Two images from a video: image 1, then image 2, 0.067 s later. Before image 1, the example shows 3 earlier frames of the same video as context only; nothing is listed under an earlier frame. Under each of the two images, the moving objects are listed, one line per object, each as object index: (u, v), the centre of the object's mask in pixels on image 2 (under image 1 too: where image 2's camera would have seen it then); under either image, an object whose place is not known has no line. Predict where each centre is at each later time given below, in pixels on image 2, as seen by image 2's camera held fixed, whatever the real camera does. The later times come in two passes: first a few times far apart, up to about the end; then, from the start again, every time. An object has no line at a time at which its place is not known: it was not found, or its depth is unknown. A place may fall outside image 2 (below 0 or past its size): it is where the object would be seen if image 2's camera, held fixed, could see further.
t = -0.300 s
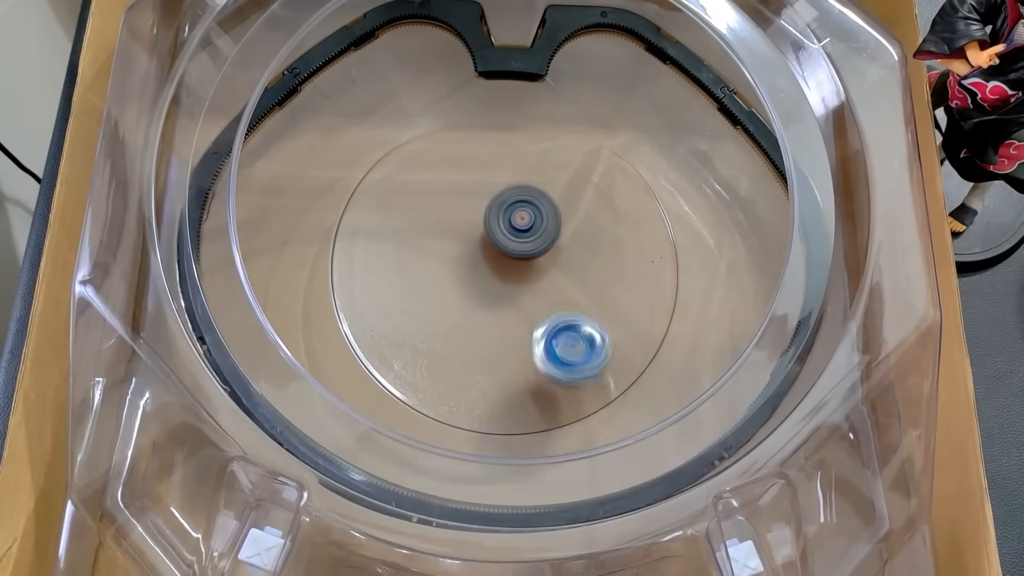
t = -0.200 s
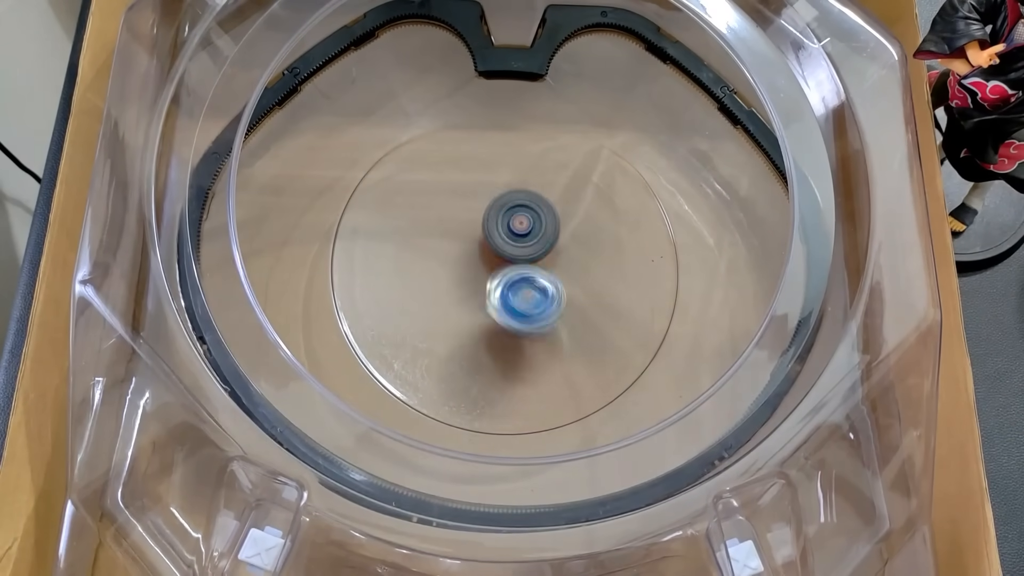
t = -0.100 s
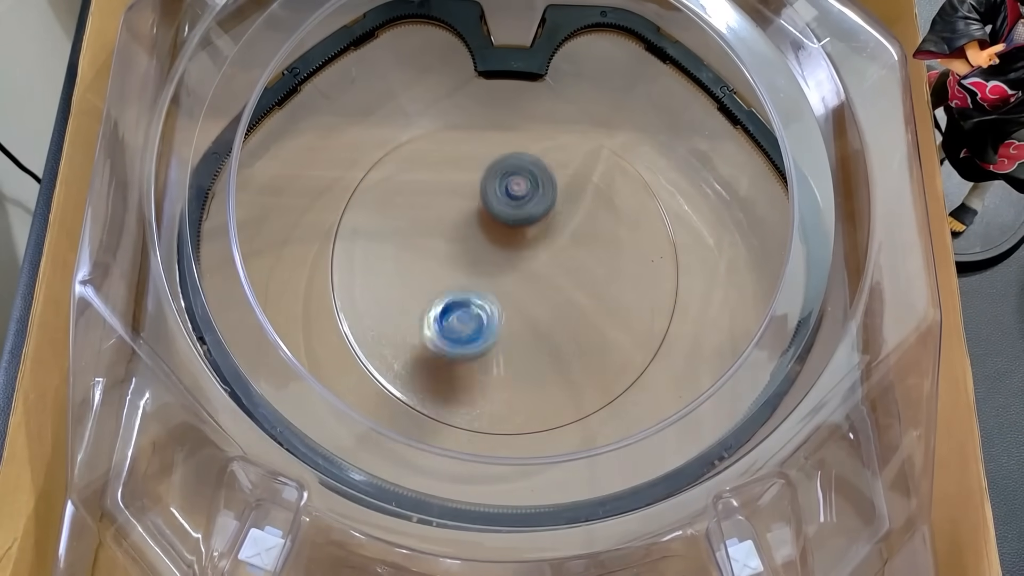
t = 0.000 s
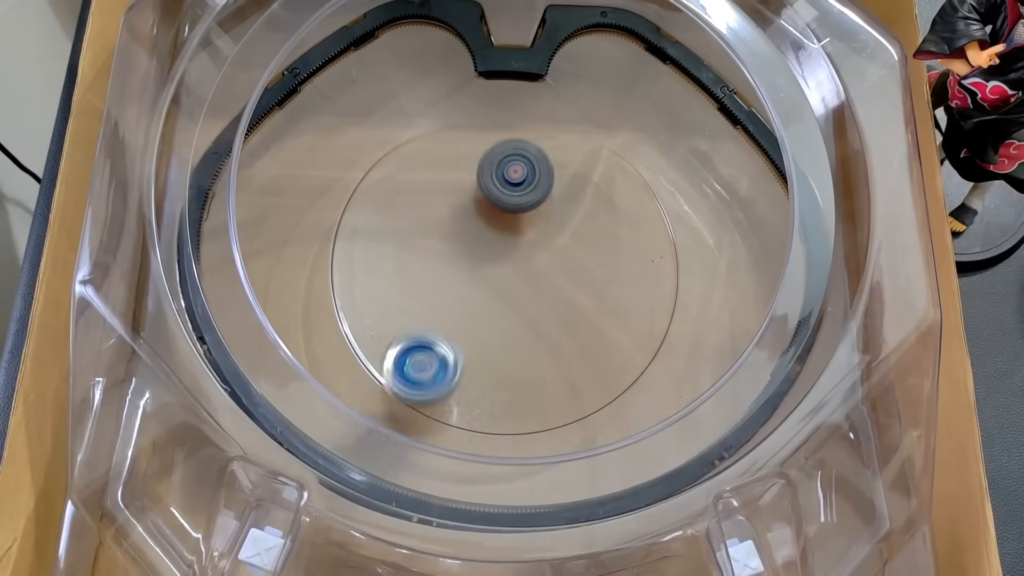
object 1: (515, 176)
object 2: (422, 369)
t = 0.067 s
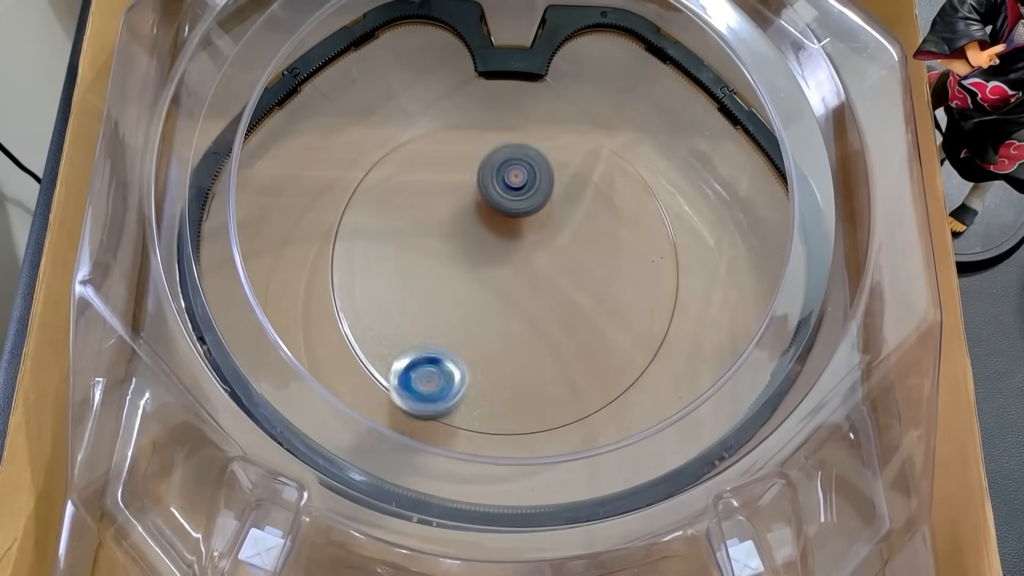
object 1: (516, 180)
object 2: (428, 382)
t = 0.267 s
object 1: (517, 204)
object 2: (475, 350)
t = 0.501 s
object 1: (586, 175)
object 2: (377, 308)
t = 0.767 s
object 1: (621, 193)
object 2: (315, 322)
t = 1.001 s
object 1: (592, 228)
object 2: (275, 272)
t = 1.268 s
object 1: (546, 252)
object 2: (291, 206)
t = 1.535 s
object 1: (508, 270)
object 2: (366, 133)
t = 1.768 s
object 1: (493, 283)
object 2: (453, 107)
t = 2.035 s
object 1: (497, 290)
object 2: (518, 168)
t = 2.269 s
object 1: (510, 278)
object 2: (612, 248)
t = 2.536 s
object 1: (521, 259)
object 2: (632, 257)
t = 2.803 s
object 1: (433, 210)
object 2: (639, 309)
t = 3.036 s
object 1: (411, 198)
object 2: (588, 299)
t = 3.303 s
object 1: (441, 226)
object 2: (441, 314)
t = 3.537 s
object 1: (496, 280)
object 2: (433, 324)
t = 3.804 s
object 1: (597, 295)
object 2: (434, 278)
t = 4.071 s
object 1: (604, 265)
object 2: (461, 204)
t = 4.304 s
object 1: (558, 230)
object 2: (487, 178)
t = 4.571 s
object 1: (547, 245)
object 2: (392, 189)
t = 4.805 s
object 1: (516, 280)
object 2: (412, 287)
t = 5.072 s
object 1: (618, 256)
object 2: (479, 355)
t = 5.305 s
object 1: (623, 259)
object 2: (532, 252)
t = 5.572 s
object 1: (563, 257)
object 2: (447, 161)
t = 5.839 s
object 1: (492, 284)
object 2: (410, 224)
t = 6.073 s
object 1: (496, 320)
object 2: (435, 266)
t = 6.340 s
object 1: (560, 322)
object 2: (443, 210)
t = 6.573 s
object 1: (559, 261)
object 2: (489, 198)
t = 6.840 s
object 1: (526, 248)
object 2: (460, 188)
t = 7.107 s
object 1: (539, 334)
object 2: (405, 202)
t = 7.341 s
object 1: (559, 341)
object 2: (468, 257)
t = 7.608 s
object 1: (634, 360)
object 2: (472, 164)
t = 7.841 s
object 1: (579, 336)
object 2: (481, 144)
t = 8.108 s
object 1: (470, 312)
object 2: (510, 217)
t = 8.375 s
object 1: (445, 317)
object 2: (464, 252)
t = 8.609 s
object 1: (479, 300)
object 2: (477, 205)
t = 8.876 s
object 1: (476, 251)
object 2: (544, 214)
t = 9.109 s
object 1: (454, 250)
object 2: (581, 277)
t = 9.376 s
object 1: (483, 254)
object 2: (595, 294)
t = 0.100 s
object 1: (516, 183)
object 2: (438, 381)
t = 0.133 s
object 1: (516, 186)
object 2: (446, 380)
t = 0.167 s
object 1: (517, 190)
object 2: (455, 377)
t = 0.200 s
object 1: (517, 195)
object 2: (463, 371)
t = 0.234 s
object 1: (517, 199)
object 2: (469, 362)
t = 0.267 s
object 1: (517, 204)
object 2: (475, 350)
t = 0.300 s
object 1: (517, 209)
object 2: (479, 337)
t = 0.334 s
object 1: (517, 215)
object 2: (481, 320)
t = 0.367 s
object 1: (516, 220)
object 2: (480, 299)
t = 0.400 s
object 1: (517, 224)
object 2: (478, 281)
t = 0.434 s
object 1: (542, 206)
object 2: (440, 290)
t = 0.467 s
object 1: (567, 187)
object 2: (405, 300)
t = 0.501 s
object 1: (586, 175)
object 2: (377, 308)
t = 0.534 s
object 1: (601, 166)
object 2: (357, 319)
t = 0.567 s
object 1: (612, 165)
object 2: (352, 325)
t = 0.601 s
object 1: (618, 167)
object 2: (350, 330)
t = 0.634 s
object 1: (623, 170)
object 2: (347, 333)
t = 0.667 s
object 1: (625, 174)
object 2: (343, 333)
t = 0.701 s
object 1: (625, 179)
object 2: (336, 332)
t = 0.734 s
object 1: (624, 186)
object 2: (327, 330)
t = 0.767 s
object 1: (621, 193)
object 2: (315, 322)
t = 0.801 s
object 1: (618, 199)
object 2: (304, 316)
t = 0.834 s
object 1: (614, 206)
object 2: (297, 309)
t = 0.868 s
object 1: (610, 211)
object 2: (291, 302)
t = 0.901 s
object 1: (605, 216)
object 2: (285, 294)
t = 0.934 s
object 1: (601, 221)
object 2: (280, 286)
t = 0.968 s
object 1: (596, 225)
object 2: (277, 280)
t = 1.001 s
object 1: (592, 228)
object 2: (275, 272)
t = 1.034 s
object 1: (587, 231)
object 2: (273, 263)
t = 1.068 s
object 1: (582, 234)
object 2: (272, 256)
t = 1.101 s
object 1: (577, 237)
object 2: (272, 249)
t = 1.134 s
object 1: (571, 240)
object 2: (273, 241)
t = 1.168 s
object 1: (565, 243)
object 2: (274, 231)
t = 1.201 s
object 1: (558, 246)
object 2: (278, 224)
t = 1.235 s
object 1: (552, 249)
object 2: (284, 216)
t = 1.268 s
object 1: (546, 252)
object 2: (291, 206)
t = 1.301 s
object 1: (540, 255)
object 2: (297, 197)
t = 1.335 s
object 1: (535, 257)
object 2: (306, 189)
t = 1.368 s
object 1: (530, 260)
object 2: (314, 180)
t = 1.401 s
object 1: (525, 263)
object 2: (324, 170)
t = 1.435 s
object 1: (521, 265)
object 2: (333, 161)
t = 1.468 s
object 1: (516, 267)
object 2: (344, 151)
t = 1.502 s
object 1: (512, 269)
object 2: (354, 142)
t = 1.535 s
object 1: (508, 270)
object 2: (366, 133)
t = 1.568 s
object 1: (505, 272)
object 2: (378, 124)
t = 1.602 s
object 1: (502, 274)
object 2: (388, 118)
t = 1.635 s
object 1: (499, 276)
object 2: (402, 112)
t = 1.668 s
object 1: (497, 278)
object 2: (416, 109)
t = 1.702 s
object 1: (495, 280)
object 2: (427, 107)
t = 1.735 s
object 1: (494, 281)
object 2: (440, 106)
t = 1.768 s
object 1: (493, 283)
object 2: (453, 107)
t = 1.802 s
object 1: (493, 285)
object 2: (462, 108)
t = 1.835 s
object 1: (492, 287)
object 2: (470, 112)
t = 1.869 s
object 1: (492, 288)
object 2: (478, 118)
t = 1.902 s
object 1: (493, 288)
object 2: (485, 124)
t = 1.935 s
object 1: (493, 289)
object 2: (491, 132)
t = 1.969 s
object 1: (494, 289)
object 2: (499, 142)
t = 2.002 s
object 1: (496, 289)
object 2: (509, 155)
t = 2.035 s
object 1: (497, 290)
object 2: (518, 168)
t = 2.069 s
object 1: (500, 289)
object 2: (529, 181)
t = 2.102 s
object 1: (502, 288)
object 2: (543, 196)
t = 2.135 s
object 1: (504, 286)
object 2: (553, 208)
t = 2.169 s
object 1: (506, 284)
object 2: (569, 222)
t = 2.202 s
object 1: (507, 282)
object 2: (584, 232)
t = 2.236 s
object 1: (508, 280)
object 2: (599, 242)
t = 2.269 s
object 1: (510, 278)
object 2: (612, 248)
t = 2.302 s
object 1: (512, 275)
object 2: (626, 254)
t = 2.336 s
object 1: (514, 273)
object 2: (636, 257)
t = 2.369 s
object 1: (516, 271)
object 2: (643, 258)
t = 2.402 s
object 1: (517, 269)
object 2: (647, 258)
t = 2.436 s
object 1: (518, 267)
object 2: (650, 259)
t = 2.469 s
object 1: (520, 264)
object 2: (647, 257)
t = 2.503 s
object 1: (520, 261)
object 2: (641, 256)
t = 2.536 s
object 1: (521, 259)
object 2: (632, 257)
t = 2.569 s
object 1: (521, 256)
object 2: (622, 261)
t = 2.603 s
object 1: (521, 253)
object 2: (608, 263)
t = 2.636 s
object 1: (520, 251)
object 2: (593, 268)
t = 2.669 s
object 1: (497, 240)
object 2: (604, 282)
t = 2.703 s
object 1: (475, 230)
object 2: (615, 294)
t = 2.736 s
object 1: (457, 222)
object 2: (626, 302)
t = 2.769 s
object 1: (444, 216)
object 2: (635, 308)
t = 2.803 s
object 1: (433, 210)
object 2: (639, 309)
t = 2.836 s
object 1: (424, 203)
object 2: (639, 310)
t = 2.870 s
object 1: (417, 199)
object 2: (638, 311)
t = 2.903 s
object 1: (412, 196)
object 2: (635, 309)
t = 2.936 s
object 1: (408, 195)
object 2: (627, 306)
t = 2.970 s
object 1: (408, 195)
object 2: (616, 303)
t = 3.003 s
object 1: (409, 196)
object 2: (603, 301)
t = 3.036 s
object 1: (411, 198)
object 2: (588, 299)
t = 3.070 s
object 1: (414, 200)
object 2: (569, 297)
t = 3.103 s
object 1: (417, 202)
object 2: (549, 296)
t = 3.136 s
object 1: (420, 205)
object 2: (529, 296)
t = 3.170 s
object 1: (423, 209)
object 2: (508, 298)
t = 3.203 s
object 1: (426, 213)
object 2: (488, 300)
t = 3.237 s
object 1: (431, 217)
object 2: (470, 305)
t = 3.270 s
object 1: (436, 221)
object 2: (454, 309)
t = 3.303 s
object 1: (441, 226)
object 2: (441, 314)
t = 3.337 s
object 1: (447, 231)
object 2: (431, 320)
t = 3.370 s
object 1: (454, 238)
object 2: (424, 325)
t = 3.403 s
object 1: (460, 246)
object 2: (422, 329)
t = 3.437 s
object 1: (468, 255)
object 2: (422, 331)
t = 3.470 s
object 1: (477, 264)
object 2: (424, 329)
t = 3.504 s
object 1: (485, 272)
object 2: (427, 328)
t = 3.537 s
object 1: (496, 280)
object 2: (433, 324)
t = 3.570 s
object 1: (507, 287)
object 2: (440, 316)
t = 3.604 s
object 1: (523, 290)
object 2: (438, 311)
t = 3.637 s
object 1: (538, 291)
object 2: (436, 309)
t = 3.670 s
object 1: (553, 293)
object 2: (434, 303)
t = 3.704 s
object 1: (565, 295)
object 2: (432, 298)
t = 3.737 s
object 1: (577, 296)
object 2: (431, 292)
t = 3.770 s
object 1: (588, 296)
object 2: (431, 285)
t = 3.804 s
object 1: (597, 295)
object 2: (434, 278)
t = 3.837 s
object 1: (603, 293)
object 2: (436, 268)
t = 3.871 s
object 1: (608, 290)
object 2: (439, 258)
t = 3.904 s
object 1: (611, 286)
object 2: (442, 249)
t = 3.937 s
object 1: (612, 282)
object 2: (446, 240)
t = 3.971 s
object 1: (612, 278)
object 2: (449, 230)
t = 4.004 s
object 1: (610, 274)
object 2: (453, 222)
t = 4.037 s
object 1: (607, 269)
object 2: (458, 213)
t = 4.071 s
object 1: (604, 265)
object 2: (461, 204)
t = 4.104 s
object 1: (600, 260)
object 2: (464, 198)
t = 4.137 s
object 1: (596, 256)
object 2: (468, 191)
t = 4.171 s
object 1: (590, 252)
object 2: (472, 184)
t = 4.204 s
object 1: (583, 246)
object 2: (475, 180)
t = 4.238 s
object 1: (576, 241)
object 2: (479, 178)
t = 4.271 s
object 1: (568, 235)
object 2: (481, 178)
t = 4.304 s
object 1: (558, 230)
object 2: (487, 178)
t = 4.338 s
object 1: (551, 225)
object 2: (489, 179)
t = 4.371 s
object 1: (548, 224)
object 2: (481, 176)
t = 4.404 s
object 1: (543, 223)
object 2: (474, 177)
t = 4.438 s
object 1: (536, 222)
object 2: (469, 180)
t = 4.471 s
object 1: (537, 226)
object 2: (453, 178)
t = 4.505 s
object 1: (544, 233)
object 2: (428, 180)
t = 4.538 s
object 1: (546, 239)
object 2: (409, 182)
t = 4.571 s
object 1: (547, 245)
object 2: (392, 189)
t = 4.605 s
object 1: (544, 250)
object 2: (379, 200)
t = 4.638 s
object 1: (540, 254)
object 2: (372, 213)
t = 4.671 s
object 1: (535, 259)
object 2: (369, 229)
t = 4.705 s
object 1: (531, 263)
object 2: (372, 247)
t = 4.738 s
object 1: (525, 269)
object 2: (380, 261)
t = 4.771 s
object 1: (520, 275)
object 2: (392, 276)
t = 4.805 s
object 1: (516, 280)
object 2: (412, 287)
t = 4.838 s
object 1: (514, 286)
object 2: (434, 295)
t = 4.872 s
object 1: (526, 283)
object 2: (435, 307)
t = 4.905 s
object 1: (550, 275)
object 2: (429, 323)
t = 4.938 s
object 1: (571, 267)
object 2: (431, 336)
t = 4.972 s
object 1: (587, 260)
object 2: (439, 348)
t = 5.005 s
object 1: (600, 257)
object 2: (451, 355)
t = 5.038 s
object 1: (610, 255)
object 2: (464, 358)
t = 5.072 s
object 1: (618, 256)
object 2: (479, 355)
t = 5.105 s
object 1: (625, 257)
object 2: (493, 350)
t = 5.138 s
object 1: (629, 258)
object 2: (507, 339)
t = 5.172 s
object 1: (631, 258)
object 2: (518, 325)
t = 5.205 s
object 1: (632, 258)
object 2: (527, 308)
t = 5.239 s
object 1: (630, 258)
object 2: (531, 291)
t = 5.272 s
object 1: (627, 258)
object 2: (533, 271)
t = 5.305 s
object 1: (623, 259)
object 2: (532, 252)
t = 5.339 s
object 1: (617, 260)
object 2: (527, 233)
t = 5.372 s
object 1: (613, 261)
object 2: (521, 216)
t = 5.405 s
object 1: (607, 261)
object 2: (512, 198)
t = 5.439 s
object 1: (600, 262)
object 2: (500, 184)
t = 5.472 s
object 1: (593, 262)
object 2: (489, 174)
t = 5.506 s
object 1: (583, 260)
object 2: (474, 165)
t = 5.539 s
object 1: (574, 258)
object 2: (460, 161)
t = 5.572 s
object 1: (563, 257)
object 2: (447, 161)
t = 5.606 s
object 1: (551, 256)
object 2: (436, 165)
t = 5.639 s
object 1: (538, 256)
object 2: (428, 171)
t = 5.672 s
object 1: (525, 256)
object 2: (424, 180)
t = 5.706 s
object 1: (512, 258)
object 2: (423, 192)
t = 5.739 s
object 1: (500, 260)
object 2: (425, 205)
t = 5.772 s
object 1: (490, 264)
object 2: (428, 214)
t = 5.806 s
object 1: (492, 274)
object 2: (418, 219)
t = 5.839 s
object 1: (492, 284)
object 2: (410, 224)
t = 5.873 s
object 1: (491, 291)
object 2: (405, 230)
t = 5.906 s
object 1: (488, 298)
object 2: (403, 237)
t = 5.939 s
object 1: (488, 304)
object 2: (406, 243)
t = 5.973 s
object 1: (488, 310)
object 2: (408, 249)
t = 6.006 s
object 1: (489, 315)
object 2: (416, 256)
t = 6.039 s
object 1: (491, 319)
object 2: (425, 262)
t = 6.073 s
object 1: (496, 320)
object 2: (435, 266)
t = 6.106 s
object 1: (509, 327)
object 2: (436, 258)
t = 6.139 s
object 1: (523, 332)
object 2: (433, 248)
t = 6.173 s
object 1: (534, 336)
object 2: (432, 240)
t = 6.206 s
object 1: (542, 337)
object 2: (432, 232)
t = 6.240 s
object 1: (548, 336)
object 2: (432, 226)
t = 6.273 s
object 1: (553, 332)
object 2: (435, 221)
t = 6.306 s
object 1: (557, 328)
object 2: (437, 216)
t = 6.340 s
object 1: (560, 322)
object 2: (443, 210)
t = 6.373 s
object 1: (563, 316)
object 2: (447, 207)
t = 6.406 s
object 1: (565, 308)
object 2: (452, 204)
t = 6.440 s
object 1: (566, 300)
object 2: (458, 201)
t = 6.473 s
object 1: (566, 291)
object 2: (464, 200)
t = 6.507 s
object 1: (566, 282)
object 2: (471, 199)
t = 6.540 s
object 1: (563, 270)
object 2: (480, 199)
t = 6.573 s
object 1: (559, 261)
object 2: (489, 198)
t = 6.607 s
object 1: (554, 251)
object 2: (498, 197)
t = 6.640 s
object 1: (557, 249)
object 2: (492, 188)
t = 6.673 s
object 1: (556, 246)
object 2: (479, 175)
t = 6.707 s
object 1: (552, 245)
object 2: (474, 174)
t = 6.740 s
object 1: (547, 245)
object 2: (467, 174)
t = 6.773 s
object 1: (540, 244)
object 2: (464, 177)
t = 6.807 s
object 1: (534, 246)
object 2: (461, 181)
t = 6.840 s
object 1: (526, 248)
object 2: (460, 188)
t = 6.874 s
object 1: (520, 249)
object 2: (459, 195)
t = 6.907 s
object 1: (520, 261)
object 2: (456, 197)
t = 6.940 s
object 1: (528, 279)
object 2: (441, 189)
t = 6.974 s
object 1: (531, 295)
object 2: (431, 188)
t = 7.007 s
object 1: (534, 307)
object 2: (420, 187)
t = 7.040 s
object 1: (536, 318)
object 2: (412, 190)
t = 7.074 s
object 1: (537, 326)
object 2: (407, 195)
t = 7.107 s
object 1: (539, 334)
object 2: (405, 202)
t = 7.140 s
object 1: (542, 340)
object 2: (406, 210)
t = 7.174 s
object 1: (546, 345)
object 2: (411, 218)
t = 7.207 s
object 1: (549, 348)
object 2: (416, 226)
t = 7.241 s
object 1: (553, 348)
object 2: (428, 235)
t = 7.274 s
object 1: (556, 347)
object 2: (439, 243)
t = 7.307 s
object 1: (557, 344)
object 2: (452, 250)
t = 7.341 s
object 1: (559, 341)
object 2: (468, 257)
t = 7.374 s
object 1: (559, 337)
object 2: (483, 260)
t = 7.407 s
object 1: (559, 330)
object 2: (497, 263)
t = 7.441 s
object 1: (558, 323)
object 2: (513, 266)
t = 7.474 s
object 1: (564, 320)
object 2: (518, 259)
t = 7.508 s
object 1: (588, 334)
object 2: (503, 231)
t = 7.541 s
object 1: (608, 348)
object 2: (490, 201)
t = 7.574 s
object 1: (626, 357)
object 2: (480, 179)
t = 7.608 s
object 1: (634, 360)
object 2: (472, 164)
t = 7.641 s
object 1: (633, 357)
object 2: (469, 155)
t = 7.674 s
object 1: (627, 353)
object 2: (469, 149)
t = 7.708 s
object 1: (620, 350)
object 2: (469, 148)
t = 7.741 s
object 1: (612, 347)
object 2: (469, 147)
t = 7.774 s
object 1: (601, 343)
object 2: (470, 145)
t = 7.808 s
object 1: (590, 339)
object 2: (473, 143)
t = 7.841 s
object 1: (579, 336)
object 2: (481, 144)
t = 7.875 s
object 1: (565, 333)
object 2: (493, 150)
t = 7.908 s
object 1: (551, 330)
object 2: (502, 160)
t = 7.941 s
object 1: (537, 327)
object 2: (509, 171)
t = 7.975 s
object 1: (521, 323)
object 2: (514, 181)
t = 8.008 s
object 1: (506, 319)
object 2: (515, 191)
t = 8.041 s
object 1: (493, 316)
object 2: (515, 201)
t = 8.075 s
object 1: (480, 314)
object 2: (513, 210)
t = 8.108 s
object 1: (470, 312)
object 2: (510, 217)
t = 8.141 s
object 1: (461, 311)
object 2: (504, 220)
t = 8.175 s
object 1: (454, 311)
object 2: (500, 229)
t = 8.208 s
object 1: (448, 312)
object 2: (494, 239)
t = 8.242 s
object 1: (444, 314)
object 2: (488, 245)
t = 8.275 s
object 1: (441, 315)
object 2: (480, 248)
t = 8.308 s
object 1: (441, 316)
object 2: (474, 252)
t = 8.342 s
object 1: (442, 317)
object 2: (468, 259)
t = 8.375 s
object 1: (445, 317)
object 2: (464, 252)
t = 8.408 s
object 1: (447, 317)
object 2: (459, 250)
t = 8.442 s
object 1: (450, 315)
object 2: (454, 248)
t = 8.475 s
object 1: (454, 313)
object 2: (459, 242)
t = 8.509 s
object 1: (459, 308)
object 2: (464, 234)
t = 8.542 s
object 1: (464, 304)
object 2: (465, 232)
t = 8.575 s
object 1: (472, 303)
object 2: (470, 220)
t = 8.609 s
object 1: (479, 300)
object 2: (477, 205)
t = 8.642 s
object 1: (485, 295)
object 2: (482, 192)
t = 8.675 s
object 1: (488, 289)
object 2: (489, 187)
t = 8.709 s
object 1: (488, 282)
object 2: (497, 189)
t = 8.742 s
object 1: (488, 275)
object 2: (508, 192)
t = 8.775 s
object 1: (486, 269)
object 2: (516, 196)
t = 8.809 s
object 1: (483, 262)
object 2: (527, 203)
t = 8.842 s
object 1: (480, 256)
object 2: (533, 207)
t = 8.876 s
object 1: (476, 251)
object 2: (544, 214)
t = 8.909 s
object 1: (471, 249)
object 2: (552, 223)
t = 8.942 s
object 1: (467, 246)
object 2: (559, 230)
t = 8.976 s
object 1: (463, 245)
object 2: (569, 239)
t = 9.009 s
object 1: (459, 246)
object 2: (577, 249)
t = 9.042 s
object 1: (456, 247)
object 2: (580, 258)
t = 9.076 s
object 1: (454, 247)
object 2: (581, 268)
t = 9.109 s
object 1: (454, 250)
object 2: (581, 277)
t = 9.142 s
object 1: (456, 252)
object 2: (583, 284)
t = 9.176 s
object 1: (457, 255)
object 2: (585, 288)
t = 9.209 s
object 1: (459, 256)
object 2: (587, 291)
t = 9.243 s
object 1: (463, 258)
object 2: (590, 294)
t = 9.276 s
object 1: (466, 258)
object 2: (592, 294)
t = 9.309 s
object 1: (471, 258)
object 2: (594, 293)
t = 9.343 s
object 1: (478, 257)
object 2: (594, 294)
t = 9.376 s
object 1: (483, 254)
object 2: (595, 294)
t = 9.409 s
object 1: (488, 251)
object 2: (594, 294)
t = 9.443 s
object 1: (492, 246)
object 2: (592, 293)
